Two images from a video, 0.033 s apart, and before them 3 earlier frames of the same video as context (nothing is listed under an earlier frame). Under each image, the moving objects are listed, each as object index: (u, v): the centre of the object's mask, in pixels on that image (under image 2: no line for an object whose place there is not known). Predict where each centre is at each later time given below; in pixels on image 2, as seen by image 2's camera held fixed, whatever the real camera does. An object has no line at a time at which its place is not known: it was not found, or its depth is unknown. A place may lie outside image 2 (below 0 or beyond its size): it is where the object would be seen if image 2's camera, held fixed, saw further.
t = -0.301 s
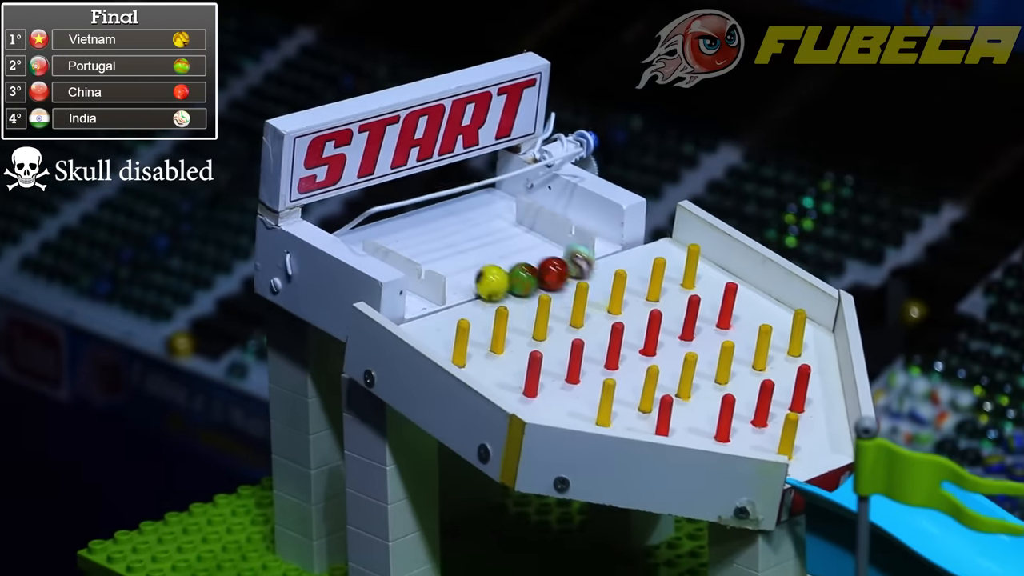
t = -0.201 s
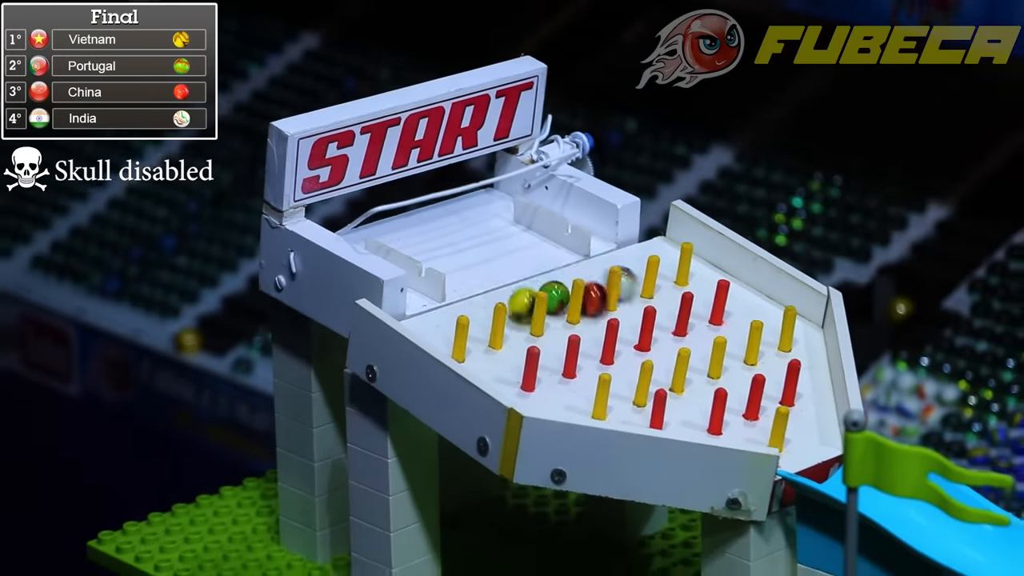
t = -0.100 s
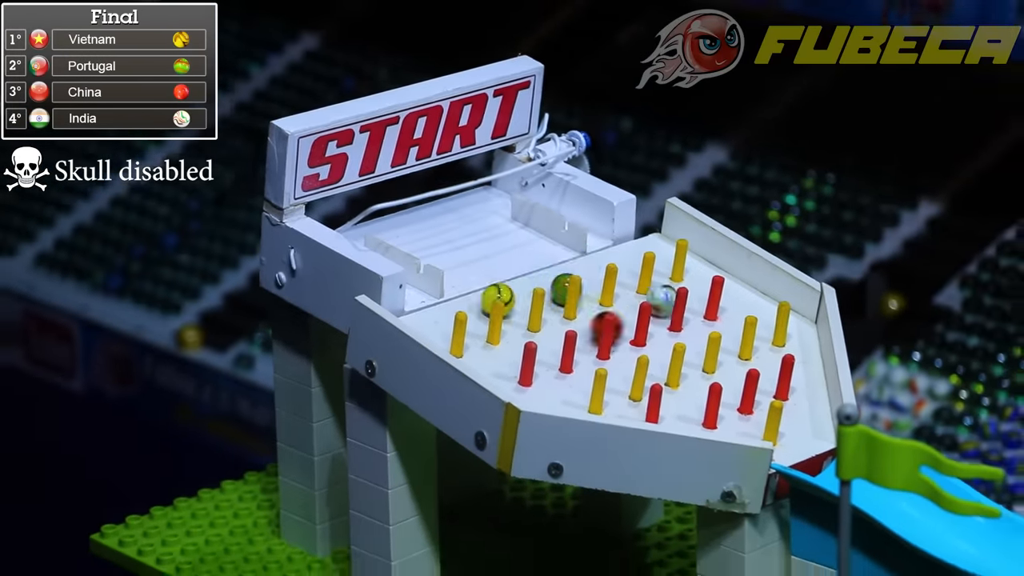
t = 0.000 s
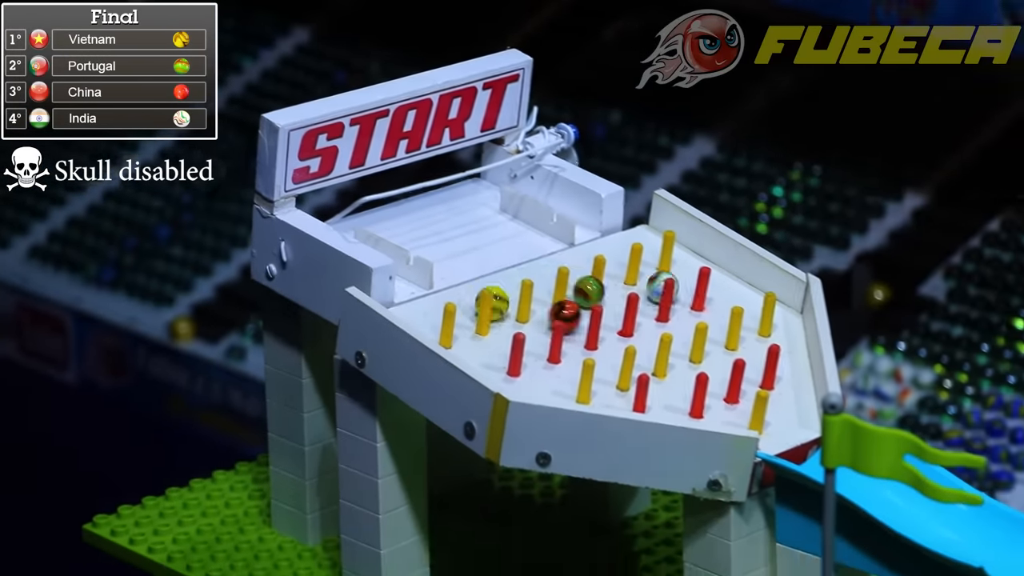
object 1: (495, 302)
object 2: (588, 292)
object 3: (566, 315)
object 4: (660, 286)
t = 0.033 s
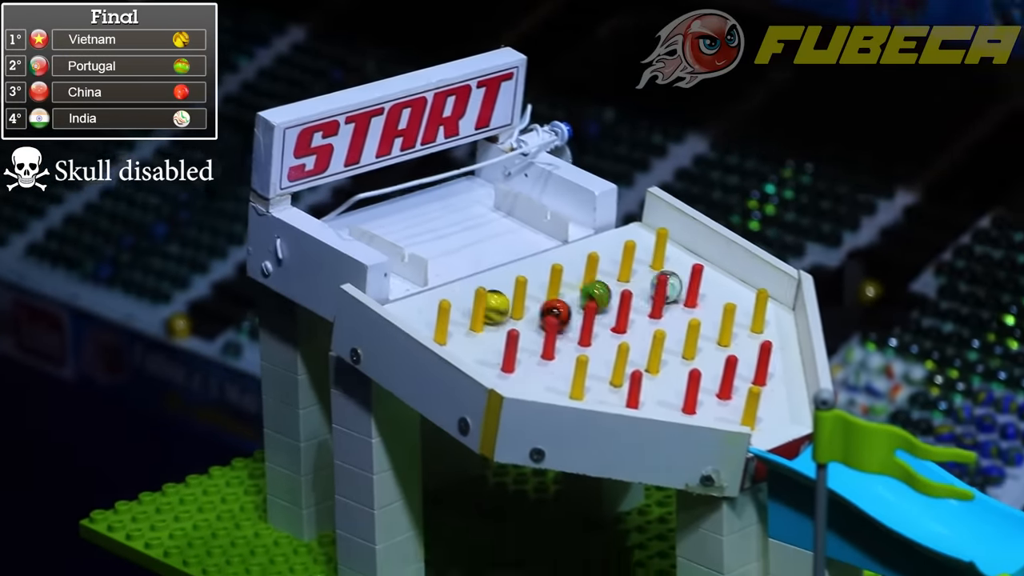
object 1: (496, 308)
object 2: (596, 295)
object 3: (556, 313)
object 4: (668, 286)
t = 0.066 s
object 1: (505, 312)
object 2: (608, 304)
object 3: (554, 317)
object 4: (674, 289)
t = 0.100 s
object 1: (519, 318)
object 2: (609, 300)
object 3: (555, 322)
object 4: (673, 291)
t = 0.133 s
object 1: (526, 323)
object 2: (613, 296)
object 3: (567, 331)
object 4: (674, 295)
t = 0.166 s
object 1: (531, 331)
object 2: (620, 295)
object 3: (570, 338)
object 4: (676, 297)
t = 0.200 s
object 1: (529, 333)
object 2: (636, 296)
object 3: (586, 343)
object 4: (681, 300)
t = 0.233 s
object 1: (527, 335)
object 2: (638, 296)
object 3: (602, 352)
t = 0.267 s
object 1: (526, 338)
